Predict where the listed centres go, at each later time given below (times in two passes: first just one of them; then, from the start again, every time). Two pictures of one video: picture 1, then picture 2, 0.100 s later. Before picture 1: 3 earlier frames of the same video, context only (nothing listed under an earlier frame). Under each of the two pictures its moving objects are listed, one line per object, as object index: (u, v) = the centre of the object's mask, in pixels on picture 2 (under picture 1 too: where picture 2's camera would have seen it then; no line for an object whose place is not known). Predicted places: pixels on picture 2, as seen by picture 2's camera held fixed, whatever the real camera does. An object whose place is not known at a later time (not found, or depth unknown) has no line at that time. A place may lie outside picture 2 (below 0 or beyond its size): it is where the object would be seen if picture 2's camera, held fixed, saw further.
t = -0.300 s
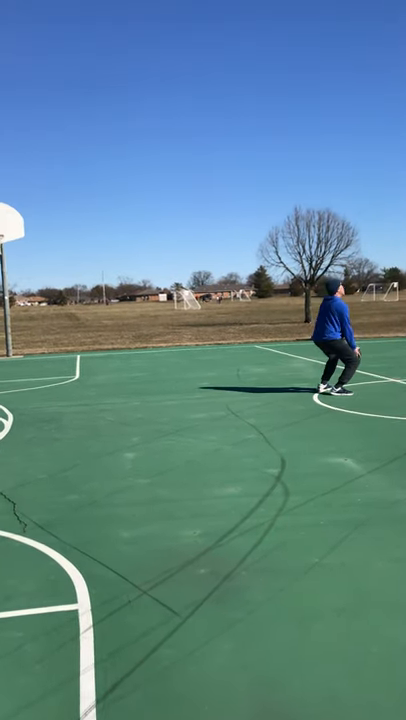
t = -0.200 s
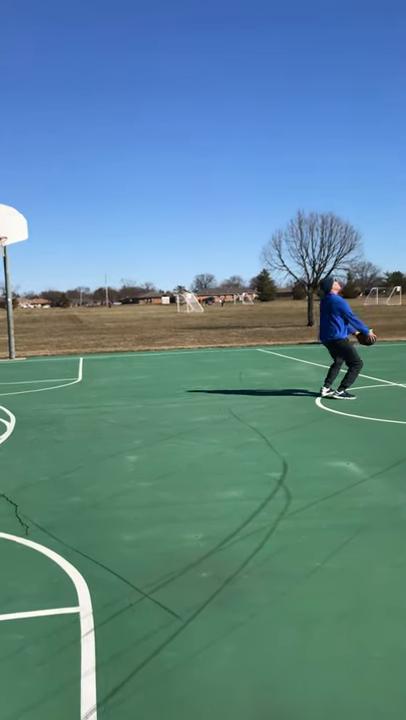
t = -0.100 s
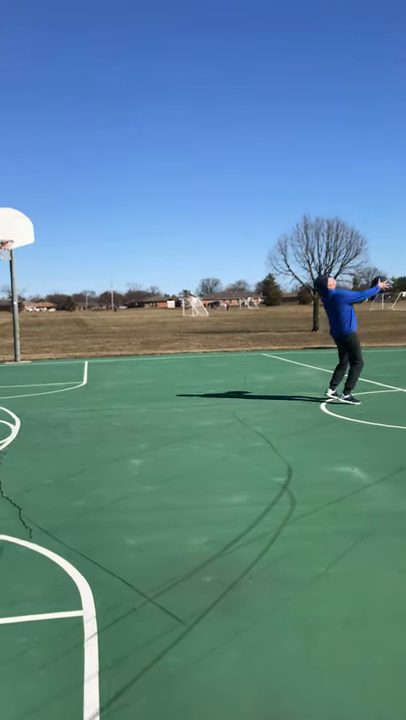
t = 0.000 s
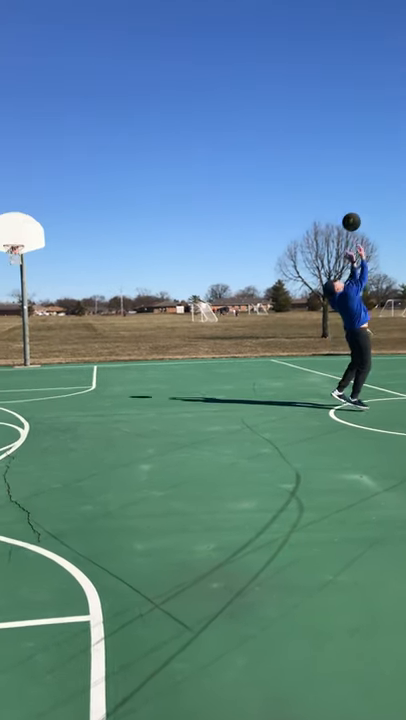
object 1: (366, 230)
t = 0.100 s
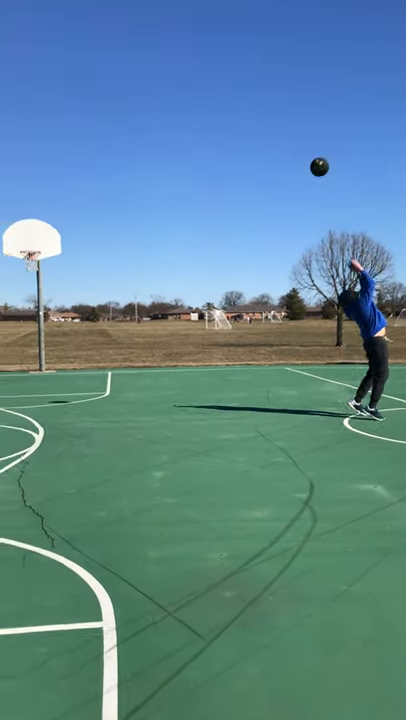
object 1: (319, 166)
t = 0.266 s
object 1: (238, 75)
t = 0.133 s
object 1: (303, 147)
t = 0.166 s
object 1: (287, 128)
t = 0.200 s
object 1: (270, 110)
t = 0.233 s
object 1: (254, 92)
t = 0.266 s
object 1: (238, 75)
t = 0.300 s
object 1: (221, 59)
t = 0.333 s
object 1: (204, 43)
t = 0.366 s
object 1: (187, 28)
